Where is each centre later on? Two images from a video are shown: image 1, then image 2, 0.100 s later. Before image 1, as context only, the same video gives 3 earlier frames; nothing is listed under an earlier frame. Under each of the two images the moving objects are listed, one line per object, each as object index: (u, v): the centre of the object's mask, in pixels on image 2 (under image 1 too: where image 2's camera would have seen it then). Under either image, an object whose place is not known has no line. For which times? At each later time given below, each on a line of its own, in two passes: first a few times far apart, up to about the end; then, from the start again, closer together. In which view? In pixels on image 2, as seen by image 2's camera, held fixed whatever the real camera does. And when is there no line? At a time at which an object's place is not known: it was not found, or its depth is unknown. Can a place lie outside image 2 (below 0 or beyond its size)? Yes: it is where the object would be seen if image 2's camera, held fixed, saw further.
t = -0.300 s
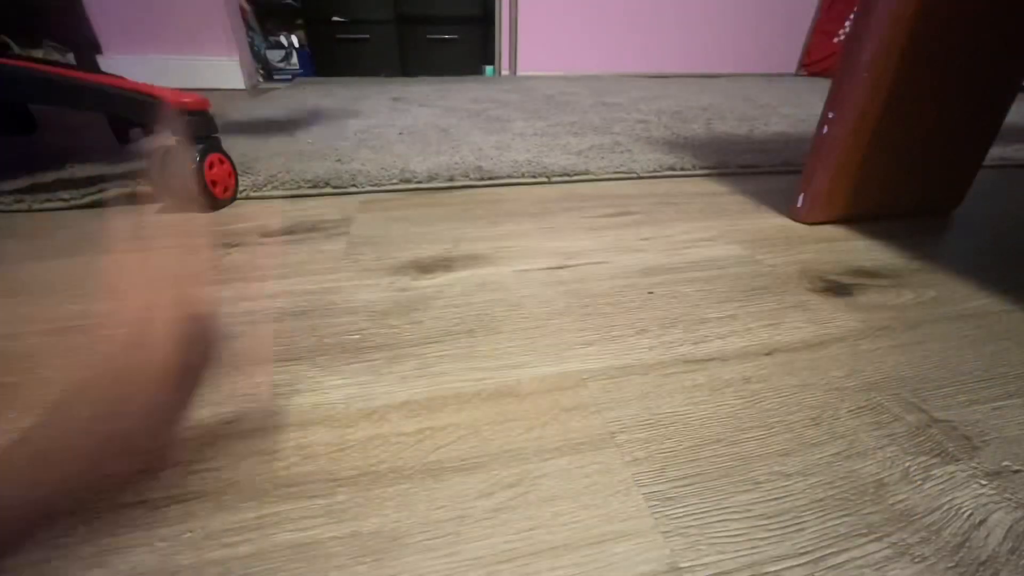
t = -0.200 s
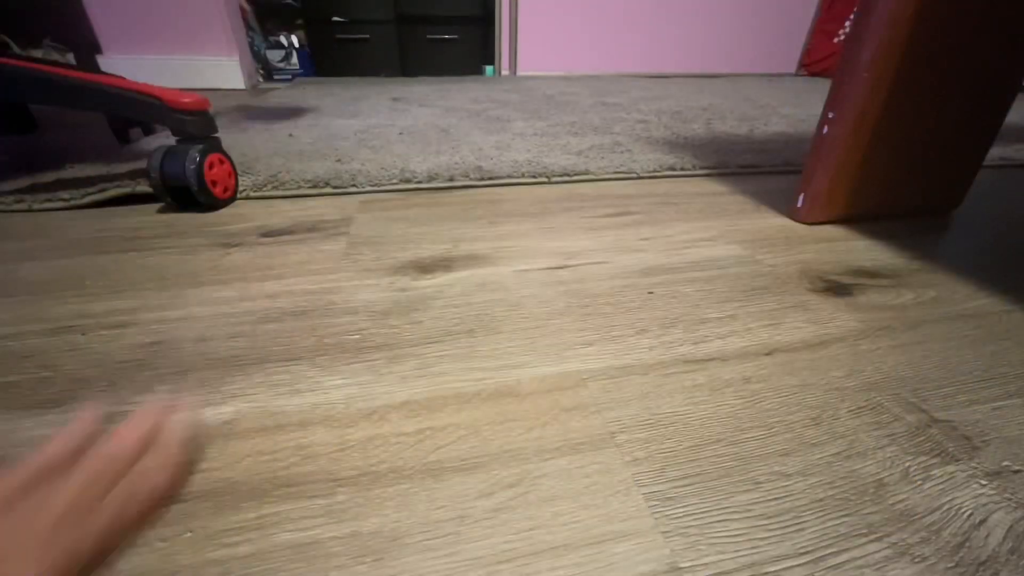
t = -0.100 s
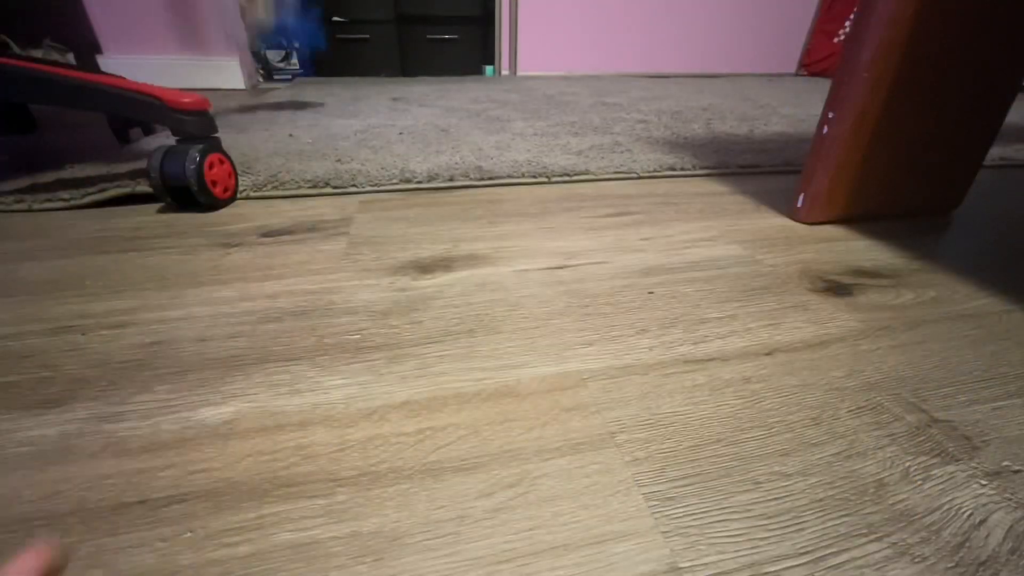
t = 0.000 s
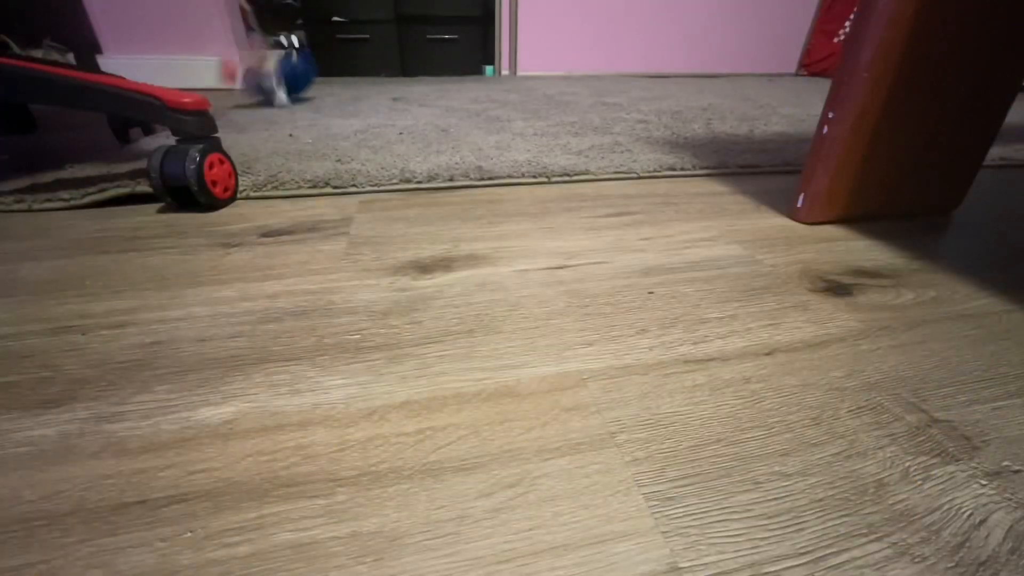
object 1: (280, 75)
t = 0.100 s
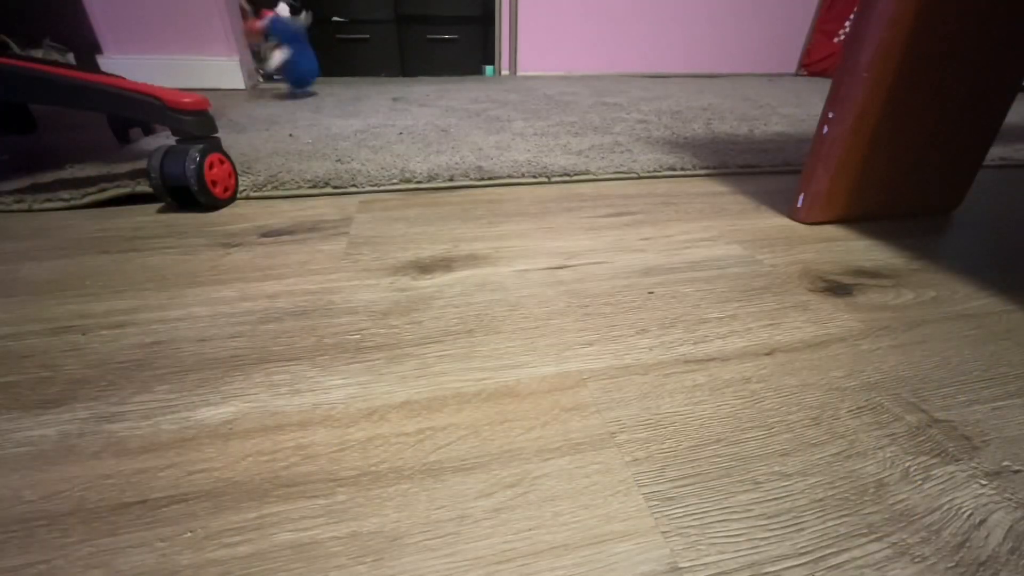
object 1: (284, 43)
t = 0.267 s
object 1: (300, 45)
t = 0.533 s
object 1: (320, 67)
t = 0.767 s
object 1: (340, 68)
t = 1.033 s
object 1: (329, 73)
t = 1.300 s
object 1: (330, 74)
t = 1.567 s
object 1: (330, 74)
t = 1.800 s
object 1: (330, 74)
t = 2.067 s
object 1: (330, 74)
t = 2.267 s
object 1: (329, 74)
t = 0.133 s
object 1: (290, 43)
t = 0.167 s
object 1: (300, 54)
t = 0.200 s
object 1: (302, 52)
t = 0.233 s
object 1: (301, 48)
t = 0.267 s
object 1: (300, 45)
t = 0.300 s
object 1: (300, 45)
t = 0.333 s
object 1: (302, 47)
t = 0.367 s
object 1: (303, 47)
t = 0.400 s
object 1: (304, 48)
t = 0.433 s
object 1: (305, 53)
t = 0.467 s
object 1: (308, 58)
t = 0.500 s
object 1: (312, 63)
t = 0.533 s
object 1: (320, 67)
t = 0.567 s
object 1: (324, 71)
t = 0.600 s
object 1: (329, 74)
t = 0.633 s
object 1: (332, 72)
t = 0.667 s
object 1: (334, 71)
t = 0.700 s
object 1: (337, 69)
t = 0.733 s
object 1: (340, 68)
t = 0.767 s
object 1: (340, 68)
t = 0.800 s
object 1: (339, 68)
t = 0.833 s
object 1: (339, 69)
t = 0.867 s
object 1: (338, 70)
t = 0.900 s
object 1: (337, 72)
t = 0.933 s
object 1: (335, 73)
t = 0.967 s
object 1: (334, 73)
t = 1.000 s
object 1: (331, 73)
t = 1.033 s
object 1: (329, 73)
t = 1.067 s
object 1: (328, 73)
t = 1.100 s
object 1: (328, 73)
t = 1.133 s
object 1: (329, 74)
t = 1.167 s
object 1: (330, 74)
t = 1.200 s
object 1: (330, 74)
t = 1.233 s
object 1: (330, 74)
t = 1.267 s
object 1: (330, 74)
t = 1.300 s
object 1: (330, 74)
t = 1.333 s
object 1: (330, 74)
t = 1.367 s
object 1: (330, 74)
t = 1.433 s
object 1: (330, 74)
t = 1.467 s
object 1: (330, 74)
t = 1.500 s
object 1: (330, 74)
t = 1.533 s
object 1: (330, 74)
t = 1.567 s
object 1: (330, 74)
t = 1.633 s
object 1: (330, 74)
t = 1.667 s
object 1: (330, 74)
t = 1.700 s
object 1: (330, 74)
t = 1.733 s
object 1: (330, 74)
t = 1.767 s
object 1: (330, 74)
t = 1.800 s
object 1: (330, 74)
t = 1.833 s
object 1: (330, 74)
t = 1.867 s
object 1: (330, 74)
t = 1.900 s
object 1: (330, 74)
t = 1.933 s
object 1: (330, 74)
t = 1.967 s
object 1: (330, 74)
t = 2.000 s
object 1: (330, 74)
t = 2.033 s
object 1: (329, 74)
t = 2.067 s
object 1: (330, 74)
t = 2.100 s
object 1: (329, 74)
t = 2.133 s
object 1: (330, 74)
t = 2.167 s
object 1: (329, 74)
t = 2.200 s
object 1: (329, 74)
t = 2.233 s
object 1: (329, 74)
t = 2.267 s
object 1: (329, 74)
